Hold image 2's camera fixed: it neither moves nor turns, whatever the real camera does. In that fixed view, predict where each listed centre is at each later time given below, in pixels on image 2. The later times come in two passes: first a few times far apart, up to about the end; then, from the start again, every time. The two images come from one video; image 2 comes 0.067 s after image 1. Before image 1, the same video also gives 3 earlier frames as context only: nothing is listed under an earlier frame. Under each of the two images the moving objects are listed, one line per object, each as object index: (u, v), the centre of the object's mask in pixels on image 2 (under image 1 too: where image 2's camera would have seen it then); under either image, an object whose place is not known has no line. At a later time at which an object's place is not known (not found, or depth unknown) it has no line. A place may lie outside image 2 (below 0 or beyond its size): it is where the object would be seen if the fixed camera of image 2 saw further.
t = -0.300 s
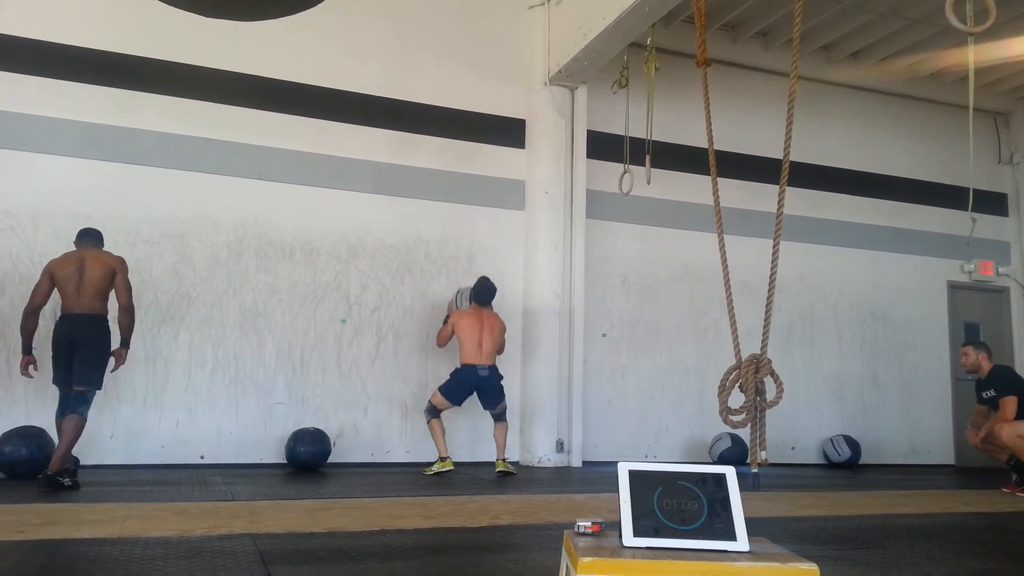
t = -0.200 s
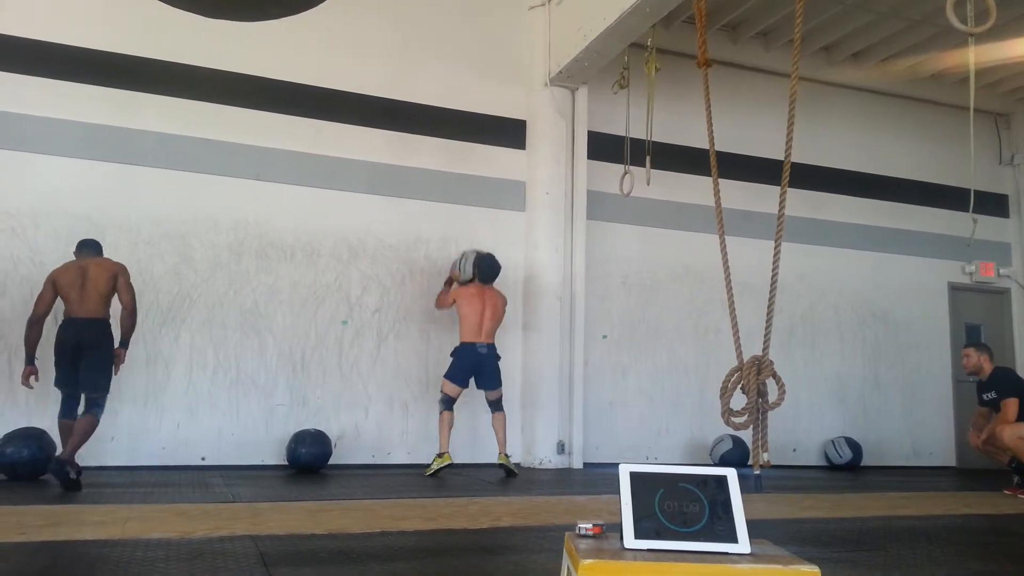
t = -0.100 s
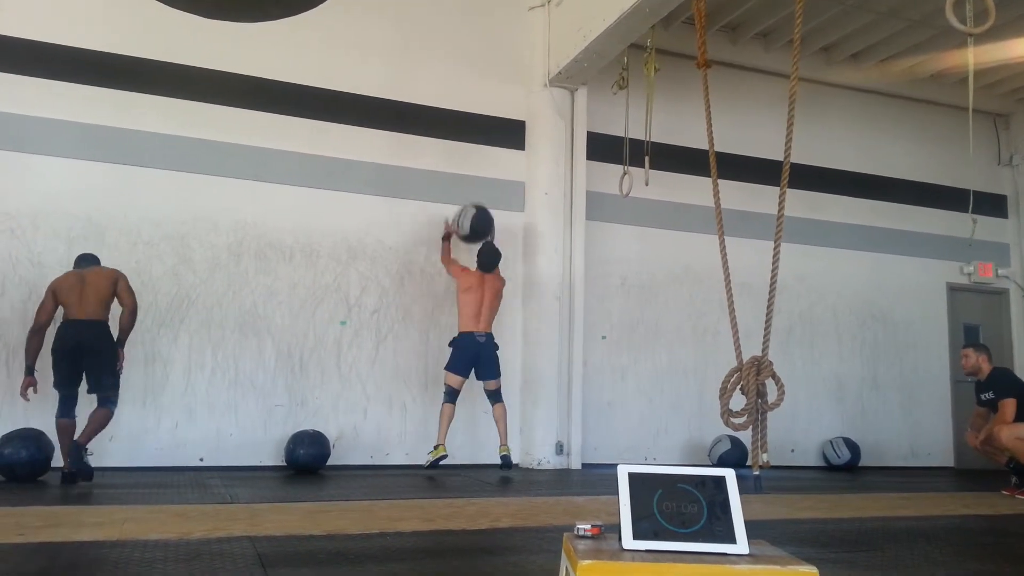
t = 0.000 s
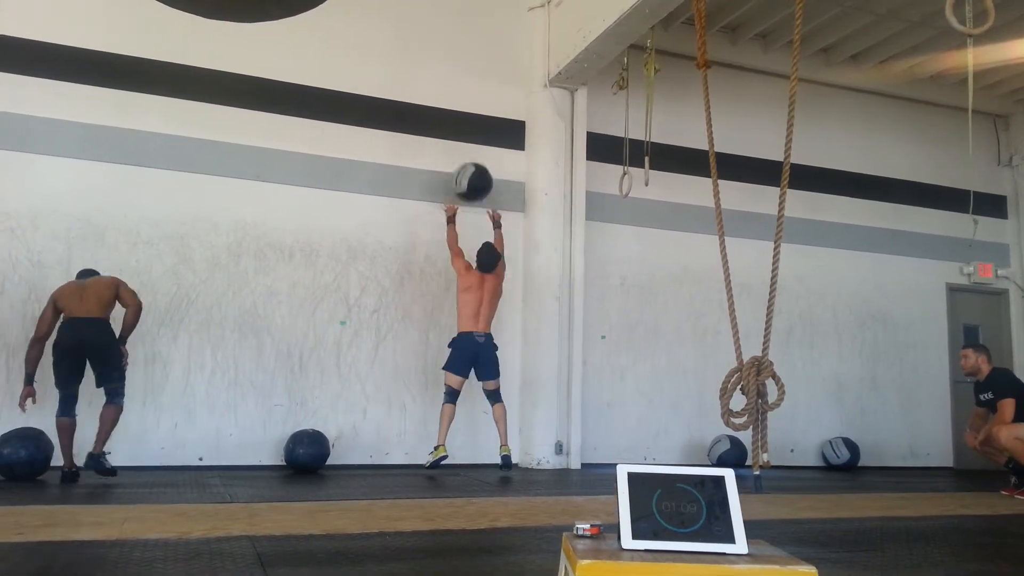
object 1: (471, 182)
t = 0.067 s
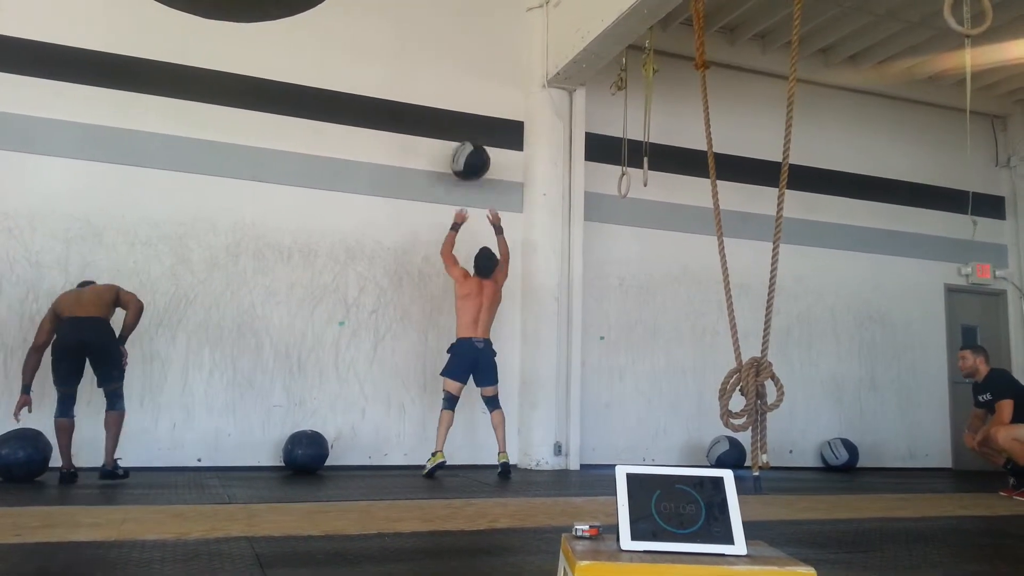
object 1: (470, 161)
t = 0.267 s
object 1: (466, 126)
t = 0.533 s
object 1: (469, 136)
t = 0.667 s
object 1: (471, 169)
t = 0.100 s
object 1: (469, 152)
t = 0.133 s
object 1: (468, 144)
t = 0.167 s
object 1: (467, 138)
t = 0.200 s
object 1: (466, 133)
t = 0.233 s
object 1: (466, 129)
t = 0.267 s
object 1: (466, 126)
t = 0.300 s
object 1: (466, 124)
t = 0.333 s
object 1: (467, 123)
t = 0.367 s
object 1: (467, 122)
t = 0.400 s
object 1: (468, 122)
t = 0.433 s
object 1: (468, 124)
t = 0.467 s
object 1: (469, 127)
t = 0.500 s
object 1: (469, 131)
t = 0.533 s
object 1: (469, 136)
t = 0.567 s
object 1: (469, 143)
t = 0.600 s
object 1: (470, 151)
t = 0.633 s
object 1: (471, 160)
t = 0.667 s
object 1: (471, 169)
